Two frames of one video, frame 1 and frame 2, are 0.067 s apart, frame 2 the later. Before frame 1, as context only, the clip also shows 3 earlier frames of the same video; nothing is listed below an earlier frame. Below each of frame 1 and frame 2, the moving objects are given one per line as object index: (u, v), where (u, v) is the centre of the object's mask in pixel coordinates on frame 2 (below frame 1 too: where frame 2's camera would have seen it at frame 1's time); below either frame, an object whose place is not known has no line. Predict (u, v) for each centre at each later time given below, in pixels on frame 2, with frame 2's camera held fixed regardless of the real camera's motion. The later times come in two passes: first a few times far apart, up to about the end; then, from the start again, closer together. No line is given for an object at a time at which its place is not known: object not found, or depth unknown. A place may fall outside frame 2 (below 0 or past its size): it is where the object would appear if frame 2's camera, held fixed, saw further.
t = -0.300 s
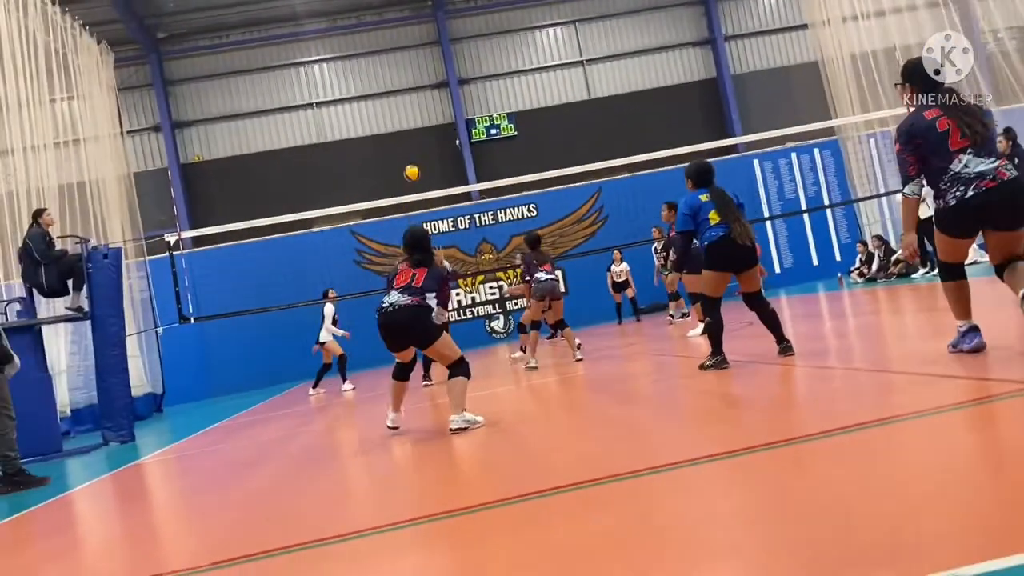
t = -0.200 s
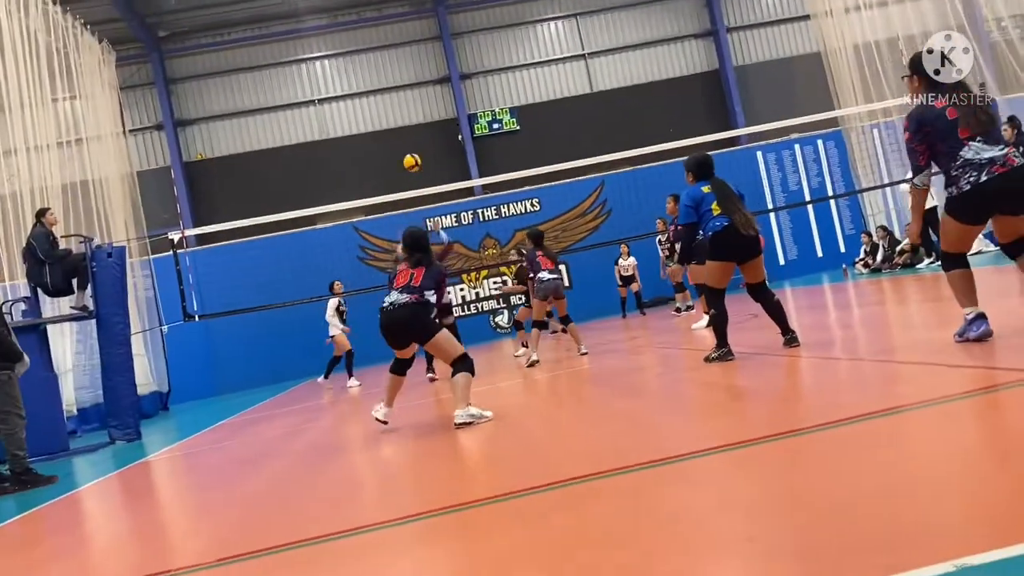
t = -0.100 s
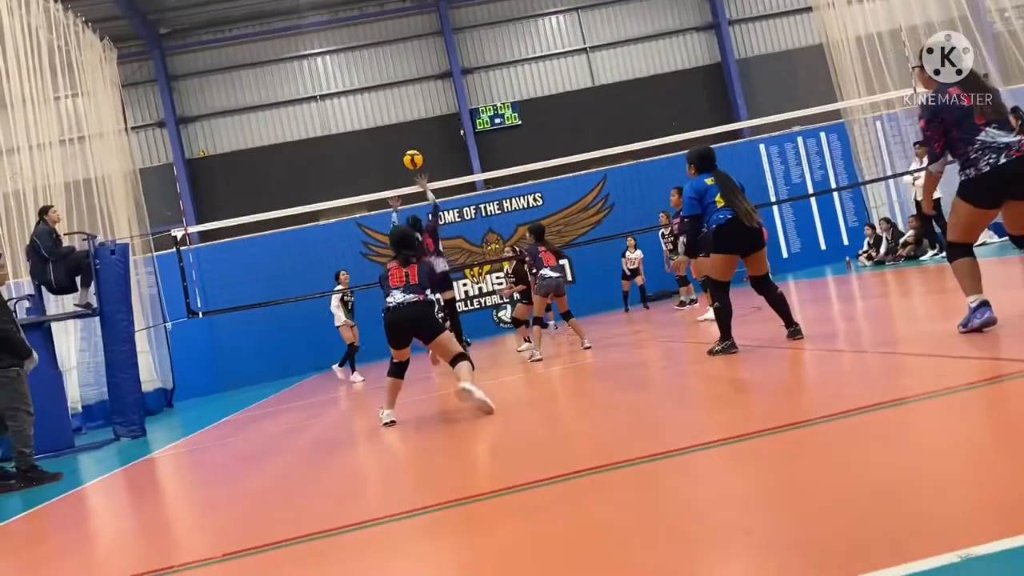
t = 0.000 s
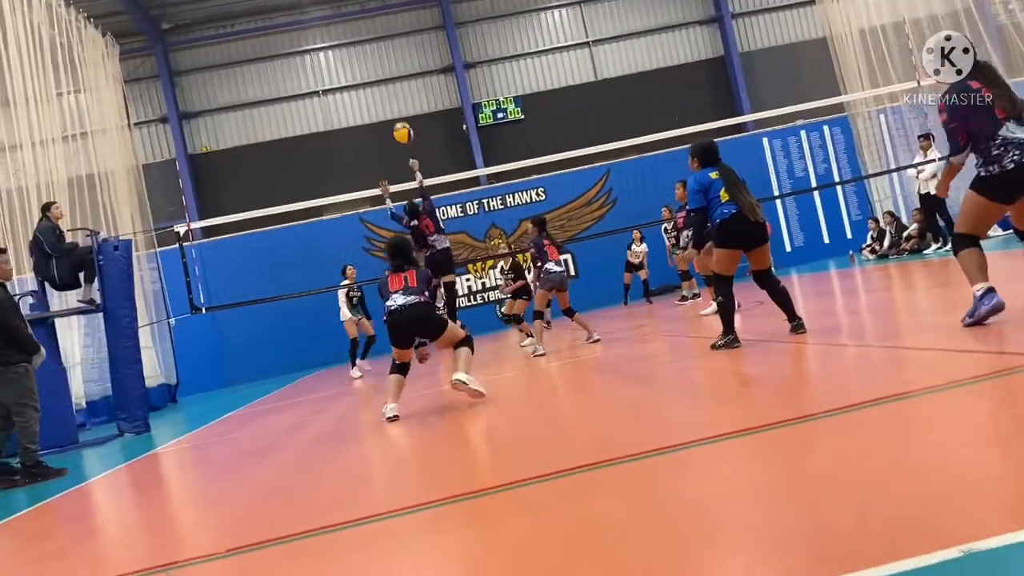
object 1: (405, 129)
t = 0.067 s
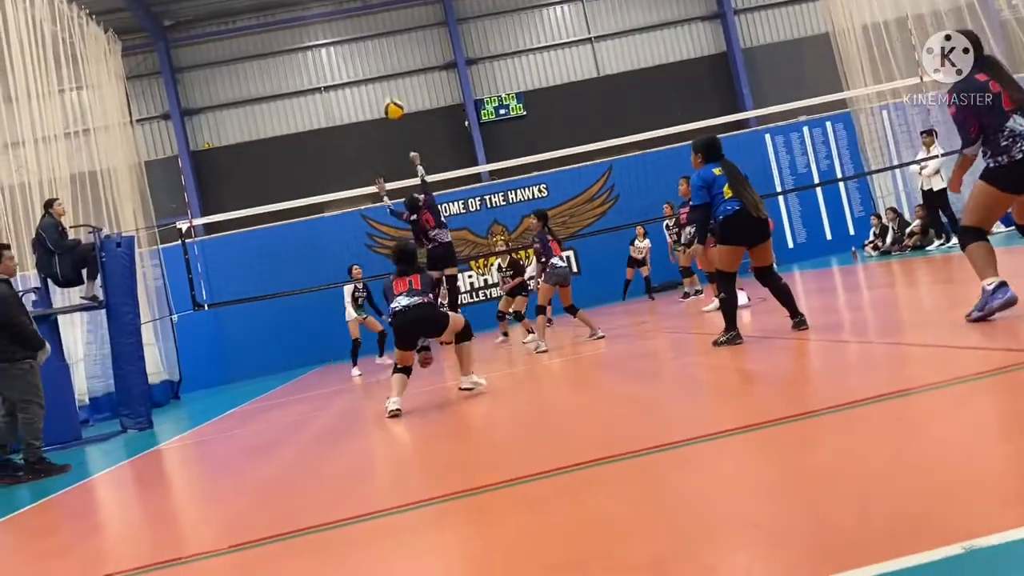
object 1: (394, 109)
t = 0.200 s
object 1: (371, 75)
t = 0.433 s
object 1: (338, 53)
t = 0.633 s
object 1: (312, 84)
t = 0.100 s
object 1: (387, 99)
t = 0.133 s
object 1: (382, 90)
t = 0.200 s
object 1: (371, 75)
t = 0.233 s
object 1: (366, 69)
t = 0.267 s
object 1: (362, 65)
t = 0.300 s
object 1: (357, 60)
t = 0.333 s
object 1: (352, 56)
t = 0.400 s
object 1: (342, 53)
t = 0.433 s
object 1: (338, 53)
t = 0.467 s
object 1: (334, 54)
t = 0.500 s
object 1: (329, 57)
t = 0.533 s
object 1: (325, 60)
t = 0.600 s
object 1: (316, 75)
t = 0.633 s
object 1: (312, 84)
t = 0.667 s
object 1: (309, 94)
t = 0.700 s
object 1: (308, 104)
